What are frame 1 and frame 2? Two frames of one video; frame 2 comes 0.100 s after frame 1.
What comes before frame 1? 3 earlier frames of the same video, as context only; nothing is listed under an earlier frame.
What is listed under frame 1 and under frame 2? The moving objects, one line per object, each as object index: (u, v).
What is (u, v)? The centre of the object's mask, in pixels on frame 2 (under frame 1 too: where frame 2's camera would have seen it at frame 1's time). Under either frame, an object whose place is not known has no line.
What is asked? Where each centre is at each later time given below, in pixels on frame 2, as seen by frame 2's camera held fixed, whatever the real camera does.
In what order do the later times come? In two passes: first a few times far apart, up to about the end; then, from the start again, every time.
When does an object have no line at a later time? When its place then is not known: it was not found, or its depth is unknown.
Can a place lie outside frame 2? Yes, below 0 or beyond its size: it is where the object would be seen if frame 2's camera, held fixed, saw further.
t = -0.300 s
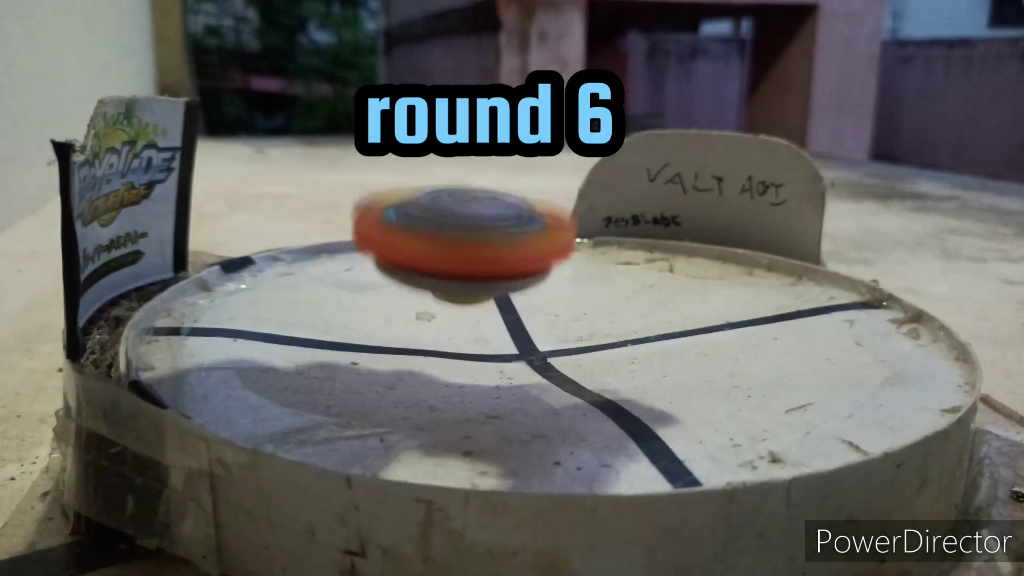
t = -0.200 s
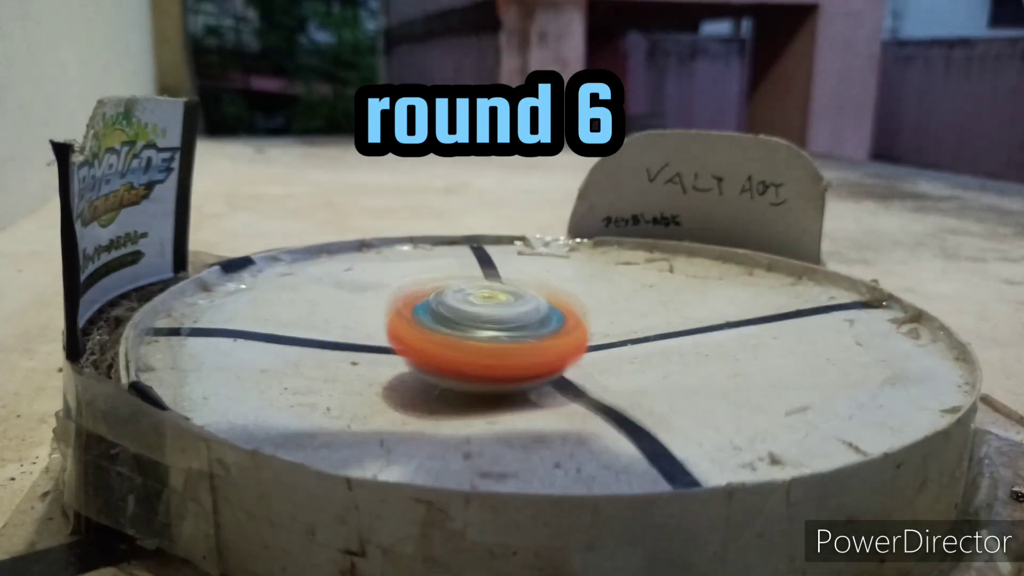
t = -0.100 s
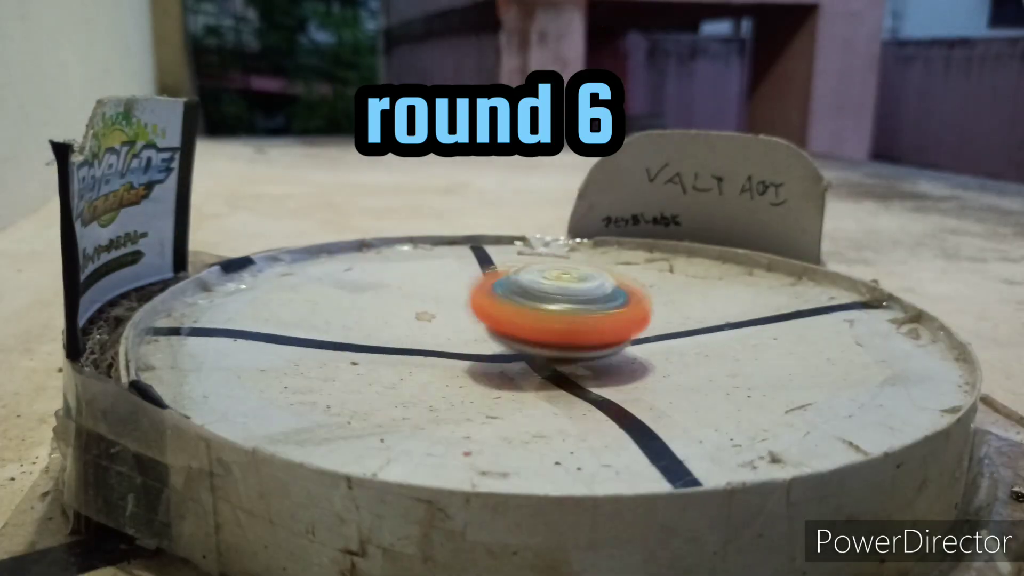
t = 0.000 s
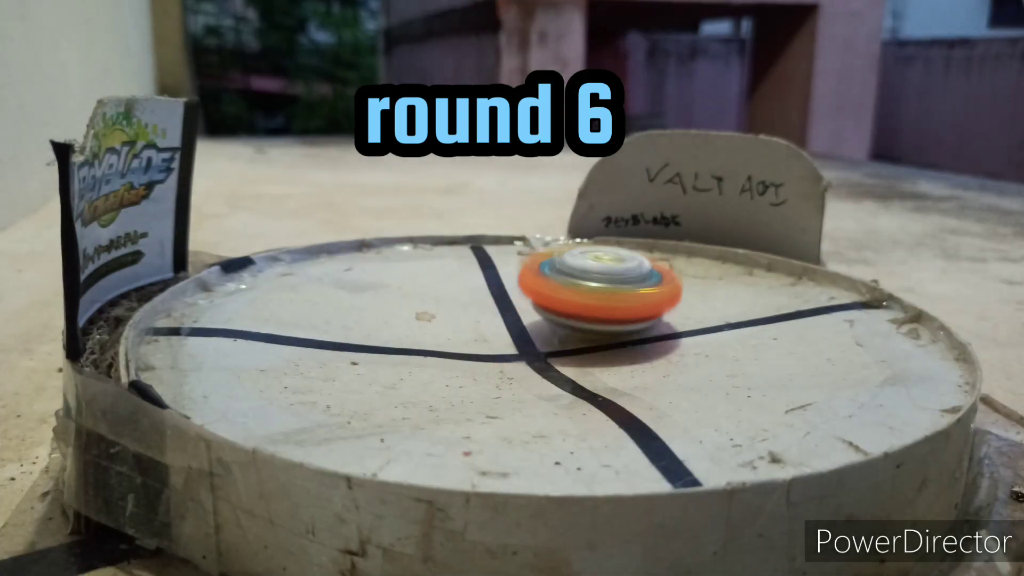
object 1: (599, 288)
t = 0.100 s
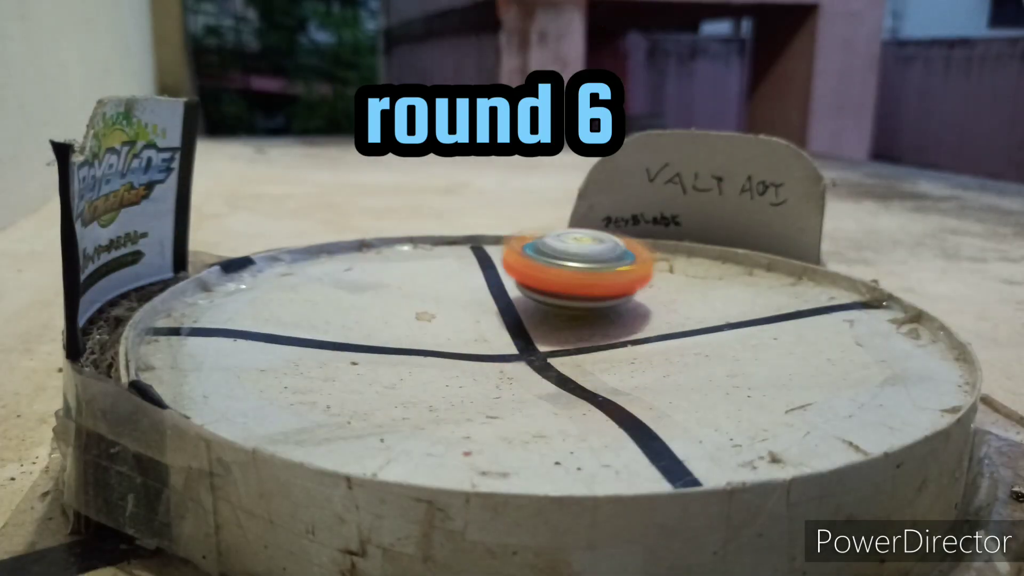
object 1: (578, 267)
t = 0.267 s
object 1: (530, 260)
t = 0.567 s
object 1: (541, 284)
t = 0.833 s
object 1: (551, 286)
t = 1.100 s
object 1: (558, 286)
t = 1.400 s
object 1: (567, 290)
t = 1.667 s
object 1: (573, 292)
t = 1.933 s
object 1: (577, 295)
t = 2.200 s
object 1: (563, 299)
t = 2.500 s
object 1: (549, 301)
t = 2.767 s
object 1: (546, 305)
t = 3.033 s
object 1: (550, 305)
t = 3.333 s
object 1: (542, 306)
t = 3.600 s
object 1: (548, 307)
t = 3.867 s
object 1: (533, 307)
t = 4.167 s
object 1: (517, 306)
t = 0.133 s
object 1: (565, 263)
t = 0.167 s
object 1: (554, 261)
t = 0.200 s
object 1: (545, 259)
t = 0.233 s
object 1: (537, 259)
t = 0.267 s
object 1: (530, 260)
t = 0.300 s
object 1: (526, 261)
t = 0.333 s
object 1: (522, 263)
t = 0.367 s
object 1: (521, 265)
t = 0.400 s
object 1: (525, 269)
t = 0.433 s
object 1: (530, 276)
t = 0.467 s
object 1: (534, 280)
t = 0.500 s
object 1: (536, 282)
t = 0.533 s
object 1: (539, 284)
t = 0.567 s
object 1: (541, 284)
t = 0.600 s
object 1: (543, 284)
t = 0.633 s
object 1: (544, 284)
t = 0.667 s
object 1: (542, 284)
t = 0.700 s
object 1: (541, 284)
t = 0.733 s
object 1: (542, 285)
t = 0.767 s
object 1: (545, 286)
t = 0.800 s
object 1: (548, 286)
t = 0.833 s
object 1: (551, 286)
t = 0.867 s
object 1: (553, 285)
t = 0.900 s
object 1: (554, 285)
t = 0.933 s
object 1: (555, 284)
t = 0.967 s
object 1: (555, 285)
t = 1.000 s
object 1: (556, 285)
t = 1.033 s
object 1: (558, 286)
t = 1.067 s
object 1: (559, 286)
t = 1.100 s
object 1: (558, 286)
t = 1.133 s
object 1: (559, 286)
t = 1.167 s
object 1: (560, 287)
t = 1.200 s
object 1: (561, 287)
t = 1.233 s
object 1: (561, 289)
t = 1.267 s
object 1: (564, 290)
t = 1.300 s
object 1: (568, 290)
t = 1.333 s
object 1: (571, 290)
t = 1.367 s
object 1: (570, 290)
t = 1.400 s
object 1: (567, 290)
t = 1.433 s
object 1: (568, 290)
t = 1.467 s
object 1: (571, 290)
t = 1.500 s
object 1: (572, 289)
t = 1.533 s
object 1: (571, 289)
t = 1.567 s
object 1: (567, 290)
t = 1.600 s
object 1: (568, 292)
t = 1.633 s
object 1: (571, 293)
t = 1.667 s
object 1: (573, 292)
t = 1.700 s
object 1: (576, 292)
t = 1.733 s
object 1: (575, 291)
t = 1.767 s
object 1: (572, 291)
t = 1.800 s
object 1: (573, 293)
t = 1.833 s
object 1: (575, 293)
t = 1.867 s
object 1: (577, 294)
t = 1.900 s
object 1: (578, 295)
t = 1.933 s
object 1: (577, 295)
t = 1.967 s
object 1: (575, 297)
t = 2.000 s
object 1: (574, 297)
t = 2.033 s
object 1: (572, 297)
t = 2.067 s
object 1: (571, 298)
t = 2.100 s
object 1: (570, 299)
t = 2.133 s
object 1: (569, 299)
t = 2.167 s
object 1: (567, 298)
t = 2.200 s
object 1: (563, 299)
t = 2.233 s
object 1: (559, 301)
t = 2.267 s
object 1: (556, 301)
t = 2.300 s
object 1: (557, 300)
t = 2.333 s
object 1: (558, 300)
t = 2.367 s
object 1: (556, 301)
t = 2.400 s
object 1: (555, 301)
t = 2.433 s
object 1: (554, 301)
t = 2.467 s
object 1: (553, 301)
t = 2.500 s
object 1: (549, 301)
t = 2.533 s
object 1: (545, 301)
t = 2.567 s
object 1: (544, 301)
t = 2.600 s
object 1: (551, 300)
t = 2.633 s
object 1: (554, 300)
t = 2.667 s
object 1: (549, 300)
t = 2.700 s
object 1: (543, 301)
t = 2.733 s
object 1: (541, 304)
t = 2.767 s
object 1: (546, 305)
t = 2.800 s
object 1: (553, 307)
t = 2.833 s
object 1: (554, 305)
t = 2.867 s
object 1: (552, 305)
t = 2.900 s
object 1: (547, 304)
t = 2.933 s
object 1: (544, 305)
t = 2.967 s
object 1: (543, 306)
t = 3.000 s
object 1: (548, 306)
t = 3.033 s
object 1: (550, 305)
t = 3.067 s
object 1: (548, 304)
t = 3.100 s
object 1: (544, 303)
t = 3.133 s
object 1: (543, 303)
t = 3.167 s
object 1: (544, 303)
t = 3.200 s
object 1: (544, 302)
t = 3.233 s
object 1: (547, 301)
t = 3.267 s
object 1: (544, 301)
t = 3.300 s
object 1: (541, 303)
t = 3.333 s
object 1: (542, 306)
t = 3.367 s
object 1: (546, 307)
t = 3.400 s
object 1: (553, 306)
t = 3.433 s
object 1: (553, 306)
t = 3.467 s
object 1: (551, 306)
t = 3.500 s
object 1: (547, 306)
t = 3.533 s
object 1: (544, 305)
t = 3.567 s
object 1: (545, 305)
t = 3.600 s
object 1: (548, 307)
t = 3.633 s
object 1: (549, 306)
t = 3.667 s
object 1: (544, 305)
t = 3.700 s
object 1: (540, 304)
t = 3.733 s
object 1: (537, 304)
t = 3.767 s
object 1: (536, 307)
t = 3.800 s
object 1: (536, 307)
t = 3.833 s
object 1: (535, 306)
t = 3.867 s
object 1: (533, 307)
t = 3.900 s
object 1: (532, 306)
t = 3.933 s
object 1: (533, 306)
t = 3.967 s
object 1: (534, 306)
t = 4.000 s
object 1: (532, 307)
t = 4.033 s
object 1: (530, 306)
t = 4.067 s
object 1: (528, 306)
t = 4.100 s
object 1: (526, 307)
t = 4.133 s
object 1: (523, 307)
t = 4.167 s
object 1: (517, 306)
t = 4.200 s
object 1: (509, 308)
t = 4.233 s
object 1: (501, 309)
